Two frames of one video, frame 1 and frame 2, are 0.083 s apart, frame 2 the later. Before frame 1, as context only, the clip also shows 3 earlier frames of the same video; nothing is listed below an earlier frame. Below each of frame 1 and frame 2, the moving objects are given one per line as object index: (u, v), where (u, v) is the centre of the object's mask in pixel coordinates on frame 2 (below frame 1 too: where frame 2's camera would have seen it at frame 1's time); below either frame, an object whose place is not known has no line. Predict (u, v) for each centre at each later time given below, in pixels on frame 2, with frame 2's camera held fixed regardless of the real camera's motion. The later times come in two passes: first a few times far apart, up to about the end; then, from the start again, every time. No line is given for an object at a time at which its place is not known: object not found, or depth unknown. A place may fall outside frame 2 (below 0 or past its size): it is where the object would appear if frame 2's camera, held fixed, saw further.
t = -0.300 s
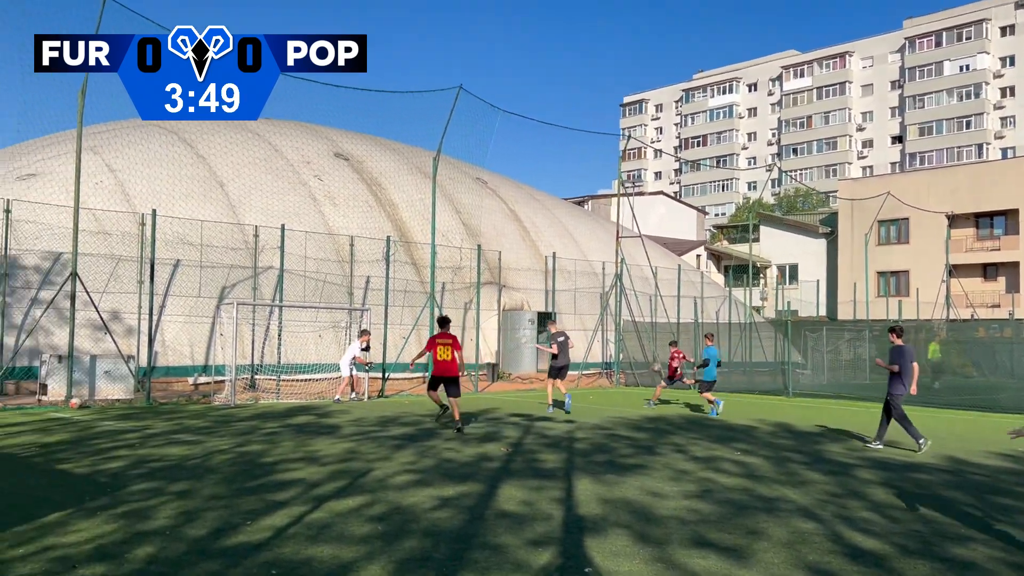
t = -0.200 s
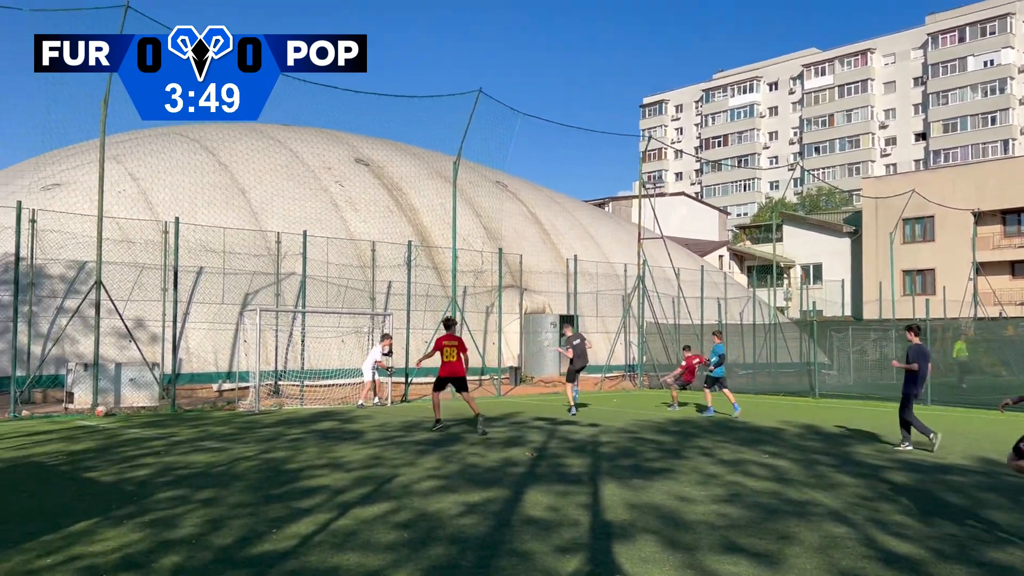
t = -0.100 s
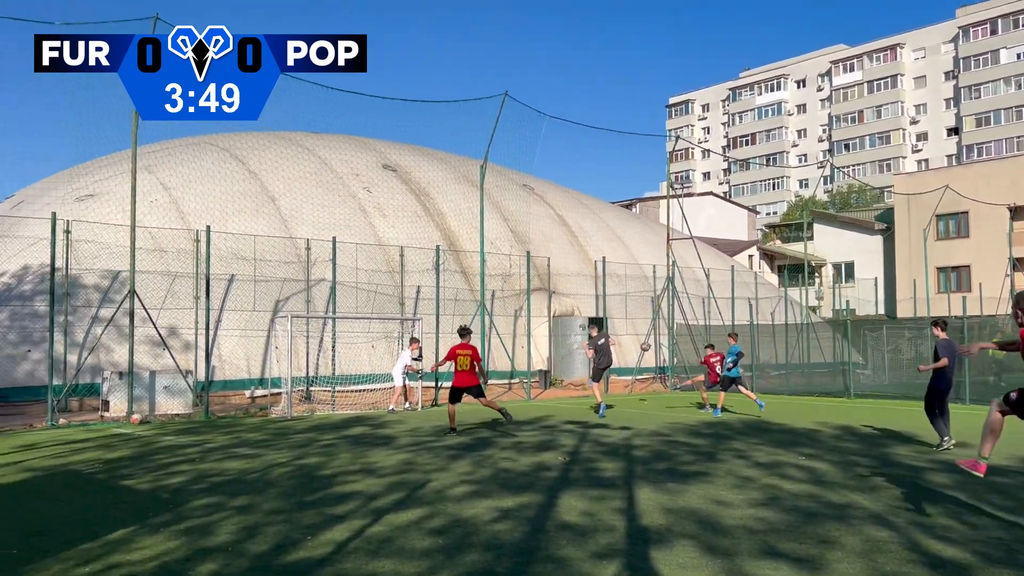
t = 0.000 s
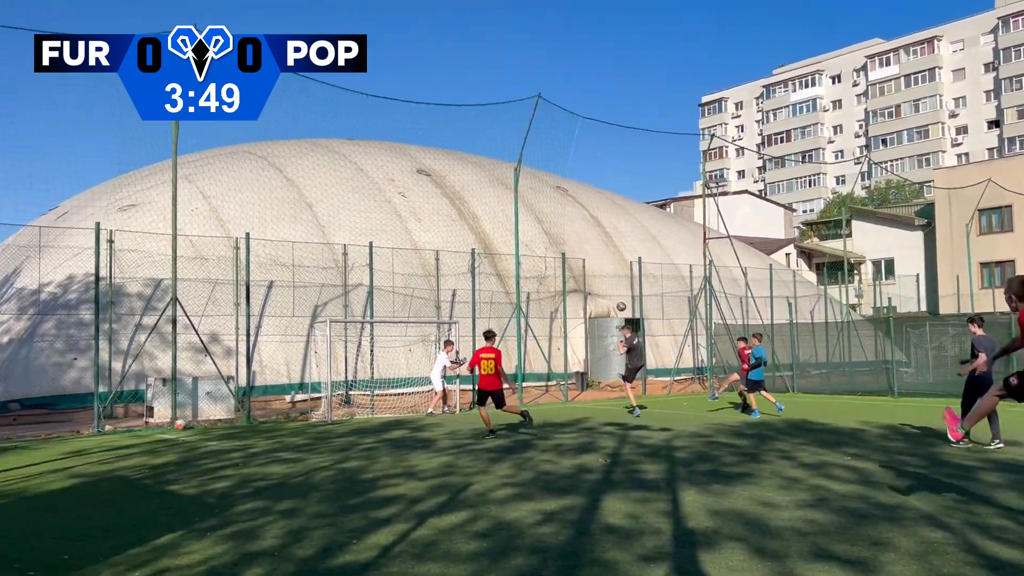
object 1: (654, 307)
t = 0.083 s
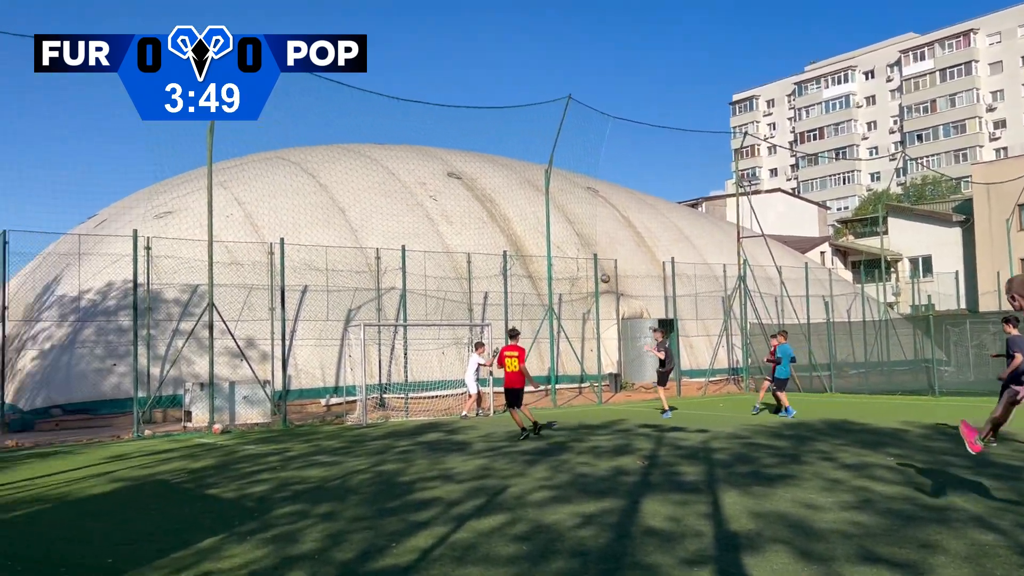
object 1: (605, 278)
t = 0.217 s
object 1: (532, 240)
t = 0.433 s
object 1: (450, 208)
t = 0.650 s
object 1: (423, 210)
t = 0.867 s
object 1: (400, 229)
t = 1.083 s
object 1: (375, 269)
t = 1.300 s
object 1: (349, 333)
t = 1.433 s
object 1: (331, 384)
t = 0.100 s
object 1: (596, 273)
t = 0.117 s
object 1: (586, 268)
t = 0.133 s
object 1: (577, 263)
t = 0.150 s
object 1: (568, 258)
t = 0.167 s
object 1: (558, 253)
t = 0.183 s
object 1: (549, 249)
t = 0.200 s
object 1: (541, 244)
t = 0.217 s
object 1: (532, 240)
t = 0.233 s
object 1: (523, 236)
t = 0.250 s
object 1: (514, 232)
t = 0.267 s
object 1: (506, 228)
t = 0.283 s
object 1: (497, 224)
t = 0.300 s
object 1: (489, 221)
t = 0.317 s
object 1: (481, 218)
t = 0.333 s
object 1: (474, 215)
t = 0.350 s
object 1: (468, 213)
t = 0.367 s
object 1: (463, 211)
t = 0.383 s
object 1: (459, 210)
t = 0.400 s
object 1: (456, 209)
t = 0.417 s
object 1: (453, 208)
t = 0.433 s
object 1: (450, 208)
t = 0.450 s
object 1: (447, 208)
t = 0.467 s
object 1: (445, 207)
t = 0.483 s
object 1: (443, 207)
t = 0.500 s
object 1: (441, 207)
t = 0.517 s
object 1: (439, 207)
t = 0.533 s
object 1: (437, 207)
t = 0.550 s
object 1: (435, 207)
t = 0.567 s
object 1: (433, 208)
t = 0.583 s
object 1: (431, 208)
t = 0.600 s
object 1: (428, 208)
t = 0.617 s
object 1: (427, 209)
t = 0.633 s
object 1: (425, 210)
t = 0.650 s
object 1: (423, 210)
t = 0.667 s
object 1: (421, 211)
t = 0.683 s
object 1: (419, 212)
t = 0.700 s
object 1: (417, 213)
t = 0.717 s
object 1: (415, 214)
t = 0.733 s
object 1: (414, 215)
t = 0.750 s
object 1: (412, 217)
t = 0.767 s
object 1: (410, 218)
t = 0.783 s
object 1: (409, 220)
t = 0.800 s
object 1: (407, 221)
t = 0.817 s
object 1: (405, 223)
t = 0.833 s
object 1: (403, 225)
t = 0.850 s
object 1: (401, 227)
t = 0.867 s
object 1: (400, 229)
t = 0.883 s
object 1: (398, 232)
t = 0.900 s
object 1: (396, 234)
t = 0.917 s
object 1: (394, 237)
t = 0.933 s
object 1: (392, 239)
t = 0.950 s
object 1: (390, 242)
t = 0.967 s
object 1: (388, 245)
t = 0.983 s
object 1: (386, 249)
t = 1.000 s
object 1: (384, 252)
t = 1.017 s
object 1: (383, 255)
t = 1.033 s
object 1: (380, 258)
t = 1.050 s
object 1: (379, 262)
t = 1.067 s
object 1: (377, 265)
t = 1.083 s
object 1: (375, 269)
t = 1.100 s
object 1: (373, 273)
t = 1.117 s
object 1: (371, 278)
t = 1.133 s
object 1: (369, 282)
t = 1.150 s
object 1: (367, 287)
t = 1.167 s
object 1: (365, 291)
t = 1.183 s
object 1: (363, 296)
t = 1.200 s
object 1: (361, 301)
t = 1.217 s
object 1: (359, 306)
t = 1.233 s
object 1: (357, 311)
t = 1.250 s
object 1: (355, 316)
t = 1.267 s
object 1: (352, 322)
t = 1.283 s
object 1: (350, 327)
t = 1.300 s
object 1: (349, 333)
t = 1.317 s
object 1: (347, 338)
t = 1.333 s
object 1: (345, 345)
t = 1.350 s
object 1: (342, 351)
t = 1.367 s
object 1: (340, 357)
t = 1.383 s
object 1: (338, 363)
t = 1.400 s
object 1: (335, 370)
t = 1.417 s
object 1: (333, 377)
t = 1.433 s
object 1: (331, 384)
